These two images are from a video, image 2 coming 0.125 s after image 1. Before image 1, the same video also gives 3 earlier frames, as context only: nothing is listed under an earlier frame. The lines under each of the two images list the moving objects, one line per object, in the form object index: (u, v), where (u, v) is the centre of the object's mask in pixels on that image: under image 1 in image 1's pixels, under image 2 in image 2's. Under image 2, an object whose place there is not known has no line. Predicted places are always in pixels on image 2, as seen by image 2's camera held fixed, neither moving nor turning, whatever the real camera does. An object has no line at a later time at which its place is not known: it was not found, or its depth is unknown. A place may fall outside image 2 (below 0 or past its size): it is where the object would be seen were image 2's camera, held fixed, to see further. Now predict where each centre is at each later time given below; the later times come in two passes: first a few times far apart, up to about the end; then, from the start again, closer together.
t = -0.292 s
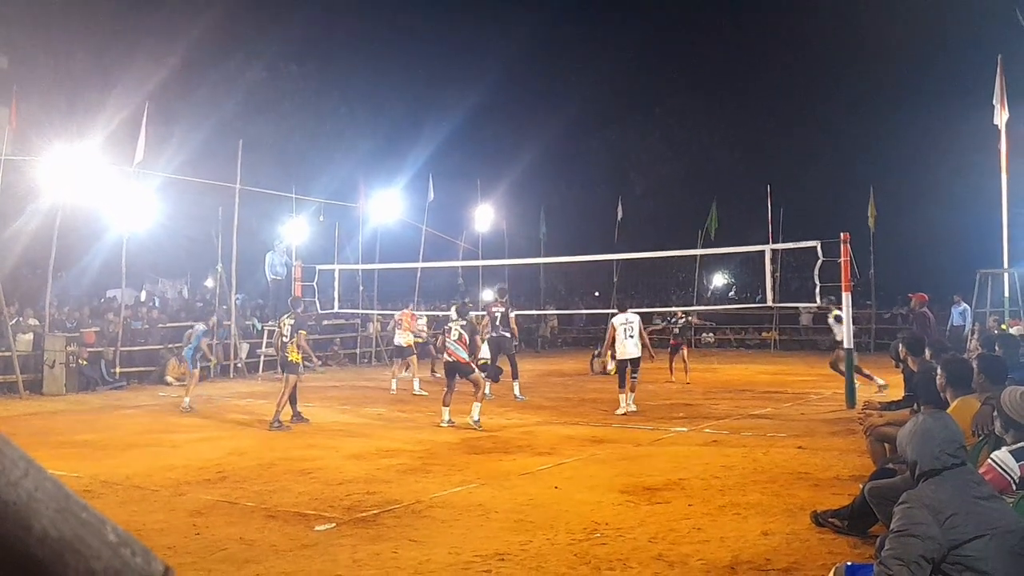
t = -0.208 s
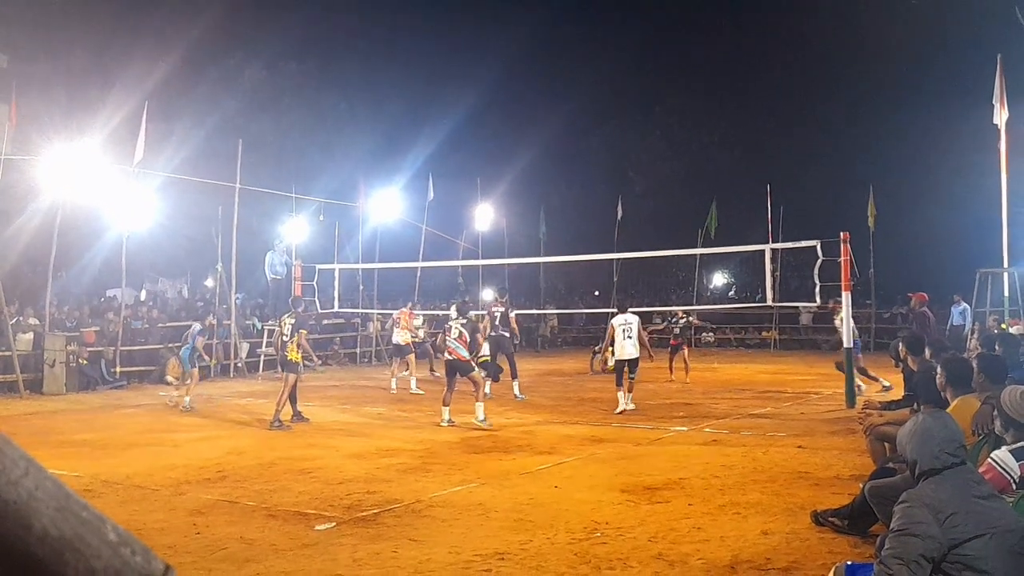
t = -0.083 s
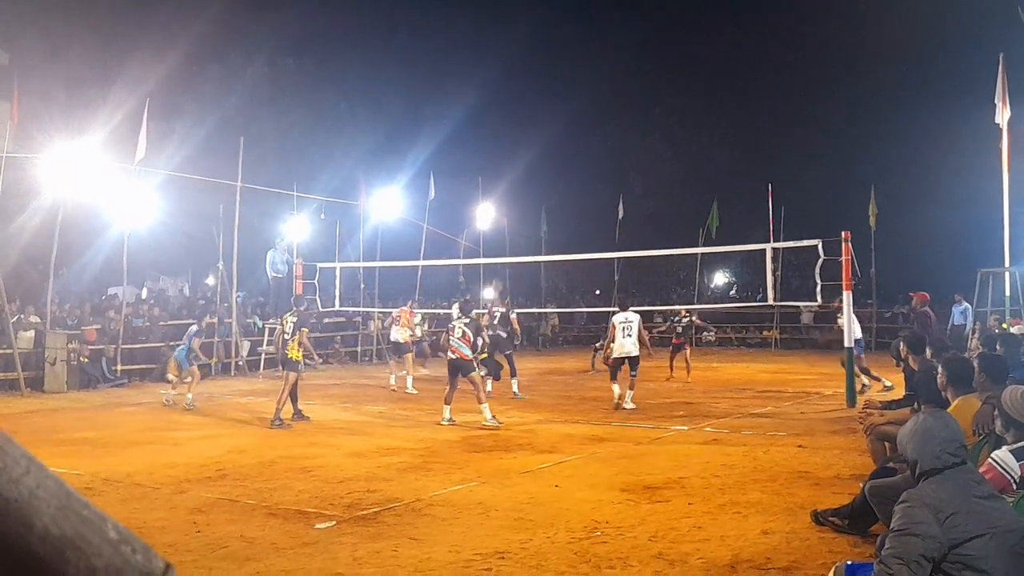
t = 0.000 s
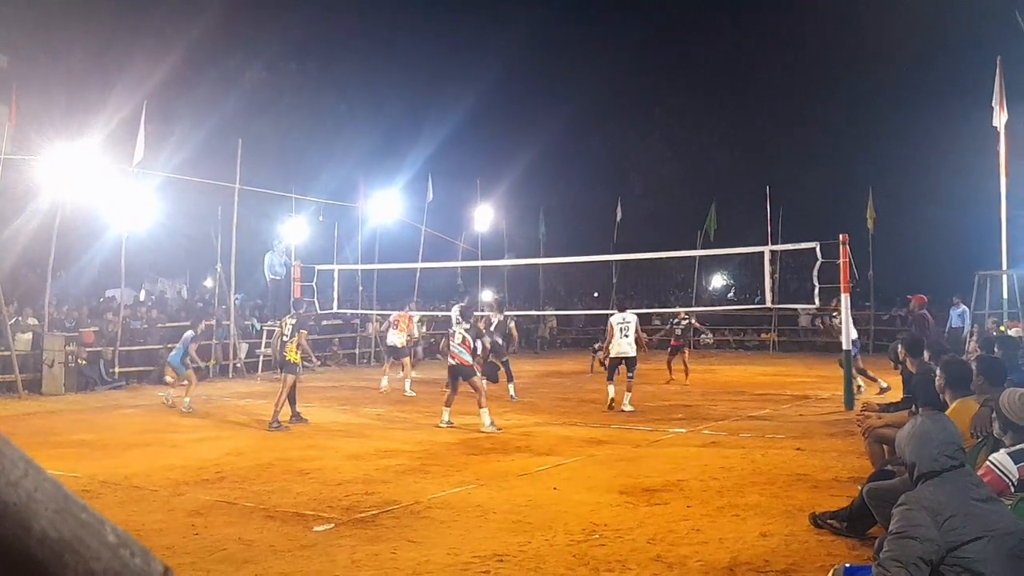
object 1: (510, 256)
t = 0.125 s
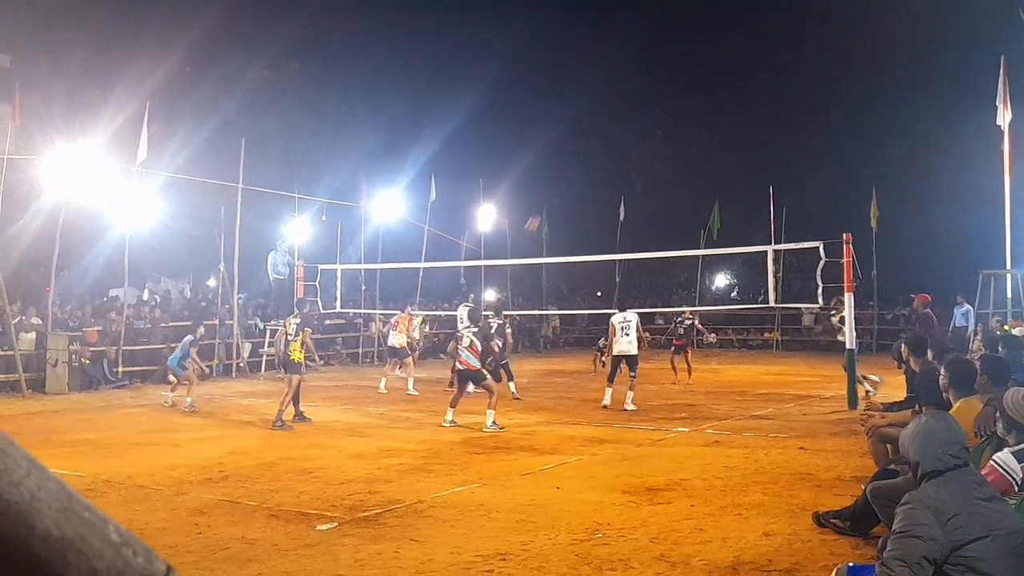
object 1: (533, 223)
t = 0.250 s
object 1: (554, 193)
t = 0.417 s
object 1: (582, 164)
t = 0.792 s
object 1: (650, 148)
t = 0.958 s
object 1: (681, 166)
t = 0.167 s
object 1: (540, 212)
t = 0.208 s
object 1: (547, 202)
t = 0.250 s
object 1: (554, 193)
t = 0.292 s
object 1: (561, 184)
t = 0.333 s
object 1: (568, 176)
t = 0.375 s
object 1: (575, 170)
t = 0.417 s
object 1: (582, 164)
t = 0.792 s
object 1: (650, 148)
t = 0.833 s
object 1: (657, 151)
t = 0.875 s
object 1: (665, 155)
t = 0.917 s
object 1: (673, 159)
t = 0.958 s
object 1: (681, 166)
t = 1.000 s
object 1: (688, 173)
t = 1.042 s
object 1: (696, 181)
